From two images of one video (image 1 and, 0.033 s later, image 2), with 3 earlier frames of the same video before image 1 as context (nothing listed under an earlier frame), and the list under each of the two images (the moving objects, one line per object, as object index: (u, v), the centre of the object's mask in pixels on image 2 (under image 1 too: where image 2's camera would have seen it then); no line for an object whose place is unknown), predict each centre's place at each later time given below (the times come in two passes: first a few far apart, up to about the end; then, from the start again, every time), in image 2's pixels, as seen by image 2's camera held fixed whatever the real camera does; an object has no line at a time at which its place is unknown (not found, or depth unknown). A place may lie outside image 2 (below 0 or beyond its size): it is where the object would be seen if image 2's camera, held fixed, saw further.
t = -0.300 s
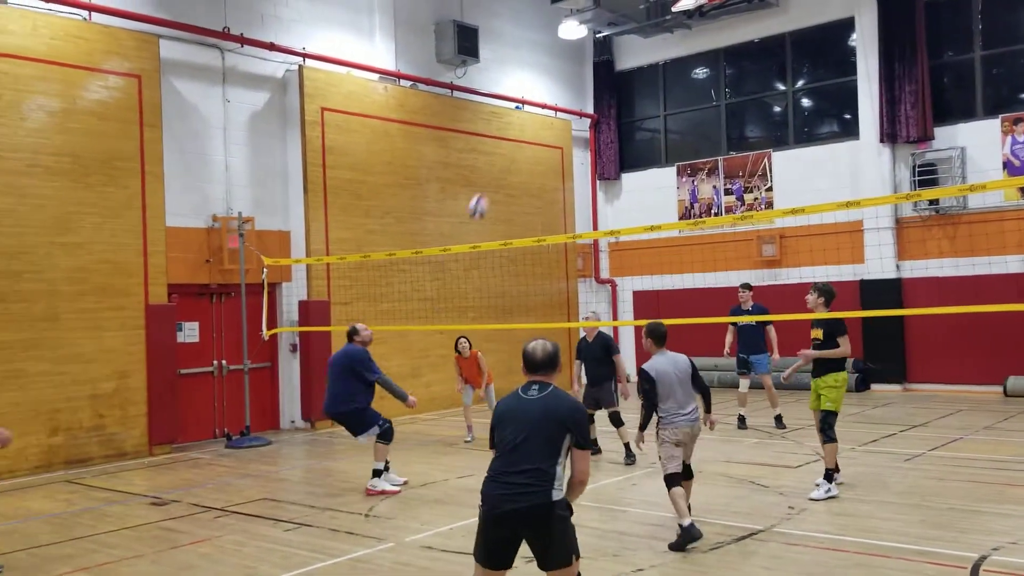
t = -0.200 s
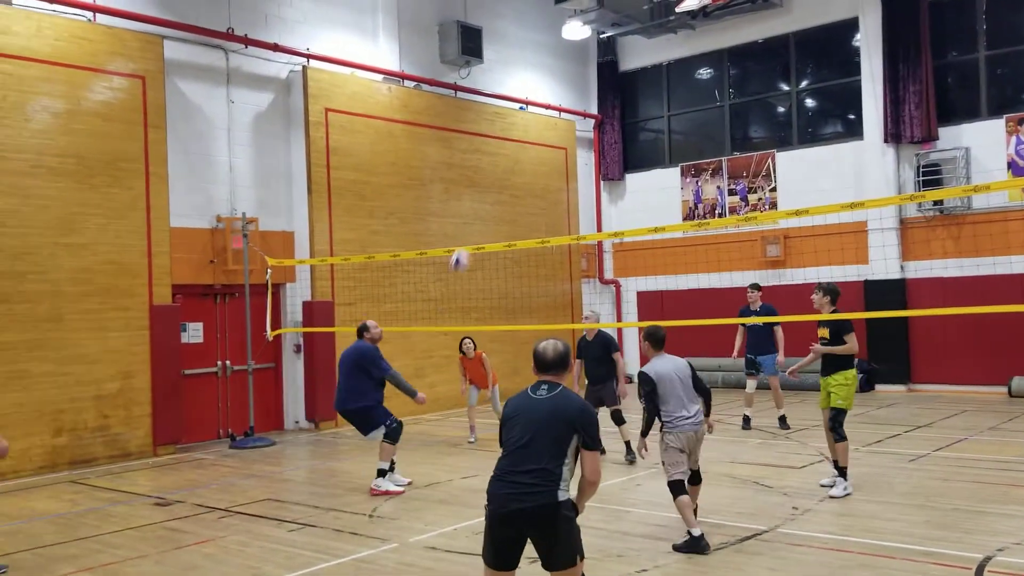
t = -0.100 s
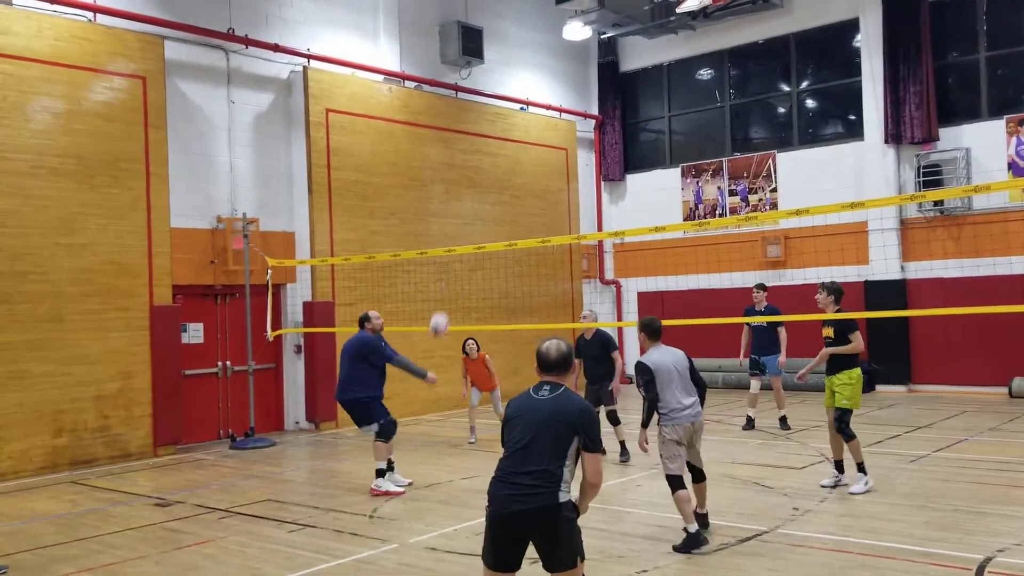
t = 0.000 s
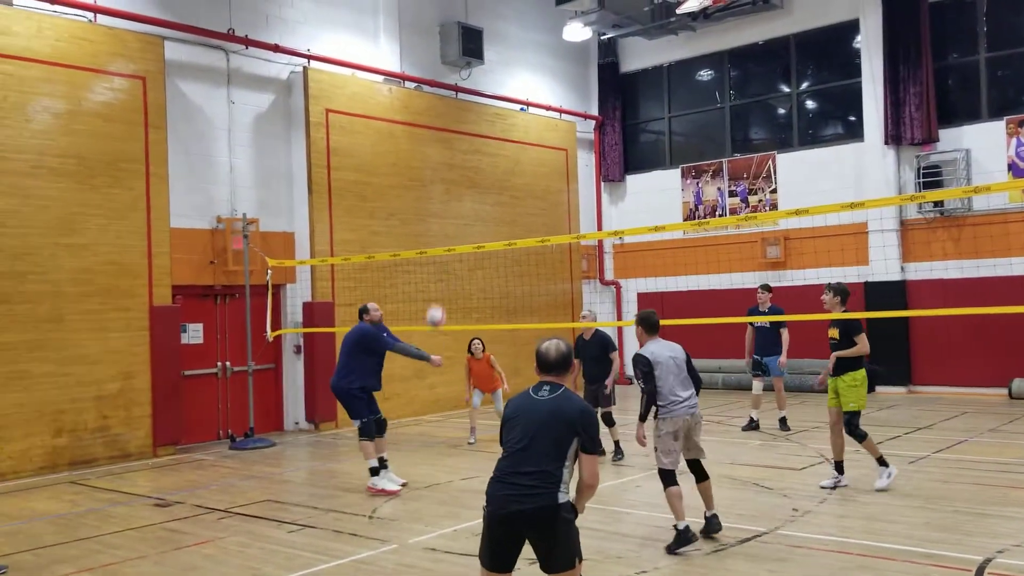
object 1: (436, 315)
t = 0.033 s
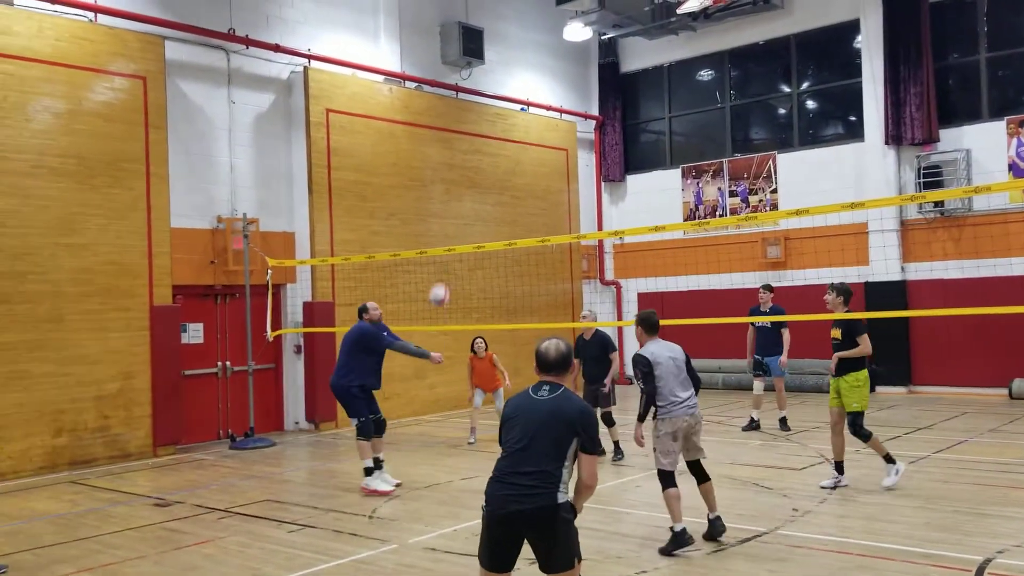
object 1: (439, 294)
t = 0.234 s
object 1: (459, 190)
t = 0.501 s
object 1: (488, 107)
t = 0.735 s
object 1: (516, 90)
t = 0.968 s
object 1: (549, 130)
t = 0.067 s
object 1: (442, 275)
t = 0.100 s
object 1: (446, 257)
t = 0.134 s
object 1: (449, 238)
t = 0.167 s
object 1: (453, 219)
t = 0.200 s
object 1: (456, 204)
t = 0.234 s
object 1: (459, 190)
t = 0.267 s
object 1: (463, 175)
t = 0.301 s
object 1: (466, 162)
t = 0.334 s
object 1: (469, 151)
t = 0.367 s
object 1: (473, 140)
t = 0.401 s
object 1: (477, 129)
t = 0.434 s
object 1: (480, 121)
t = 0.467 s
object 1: (484, 113)
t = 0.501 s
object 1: (488, 107)
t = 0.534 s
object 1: (492, 101)
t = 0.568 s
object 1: (496, 97)
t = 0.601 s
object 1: (500, 93)
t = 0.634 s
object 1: (504, 91)
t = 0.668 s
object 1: (508, 90)
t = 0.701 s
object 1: (512, 89)
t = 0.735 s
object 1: (516, 90)
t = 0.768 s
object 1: (521, 92)
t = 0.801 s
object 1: (525, 95)
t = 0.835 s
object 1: (530, 100)
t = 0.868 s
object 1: (534, 106)
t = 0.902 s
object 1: (538, 112)
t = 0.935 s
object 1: (544, 120)
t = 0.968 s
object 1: (549, 130)
